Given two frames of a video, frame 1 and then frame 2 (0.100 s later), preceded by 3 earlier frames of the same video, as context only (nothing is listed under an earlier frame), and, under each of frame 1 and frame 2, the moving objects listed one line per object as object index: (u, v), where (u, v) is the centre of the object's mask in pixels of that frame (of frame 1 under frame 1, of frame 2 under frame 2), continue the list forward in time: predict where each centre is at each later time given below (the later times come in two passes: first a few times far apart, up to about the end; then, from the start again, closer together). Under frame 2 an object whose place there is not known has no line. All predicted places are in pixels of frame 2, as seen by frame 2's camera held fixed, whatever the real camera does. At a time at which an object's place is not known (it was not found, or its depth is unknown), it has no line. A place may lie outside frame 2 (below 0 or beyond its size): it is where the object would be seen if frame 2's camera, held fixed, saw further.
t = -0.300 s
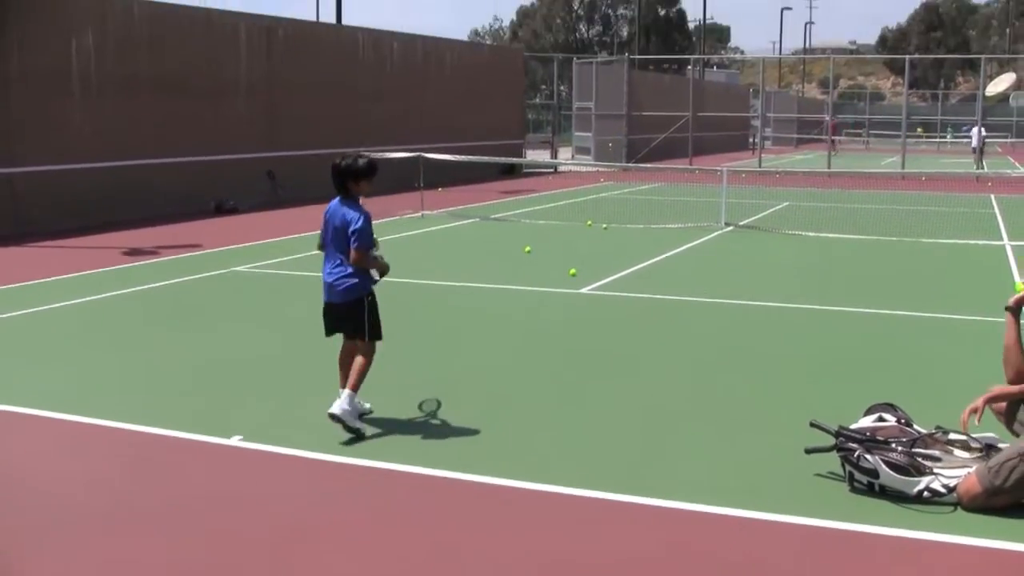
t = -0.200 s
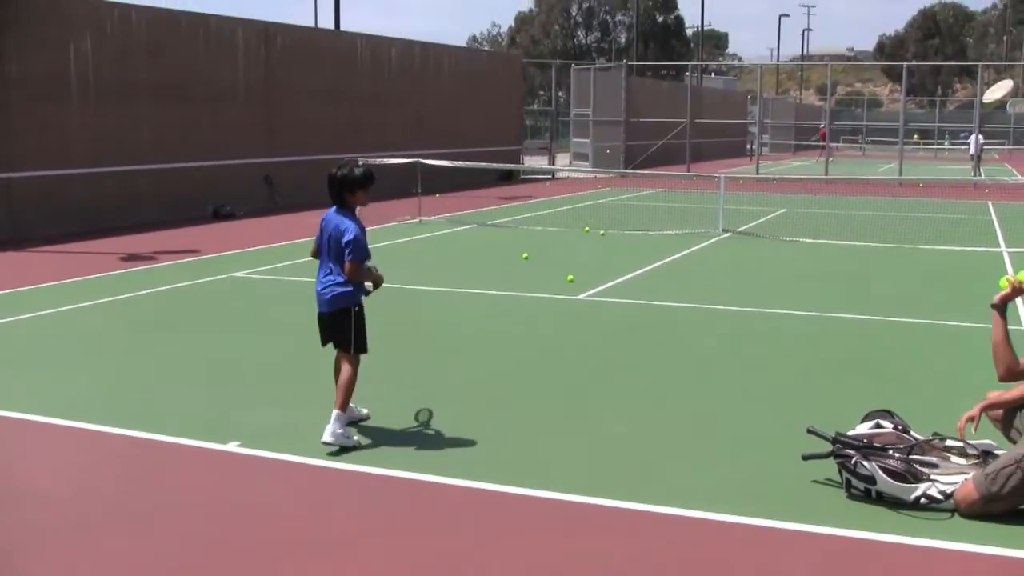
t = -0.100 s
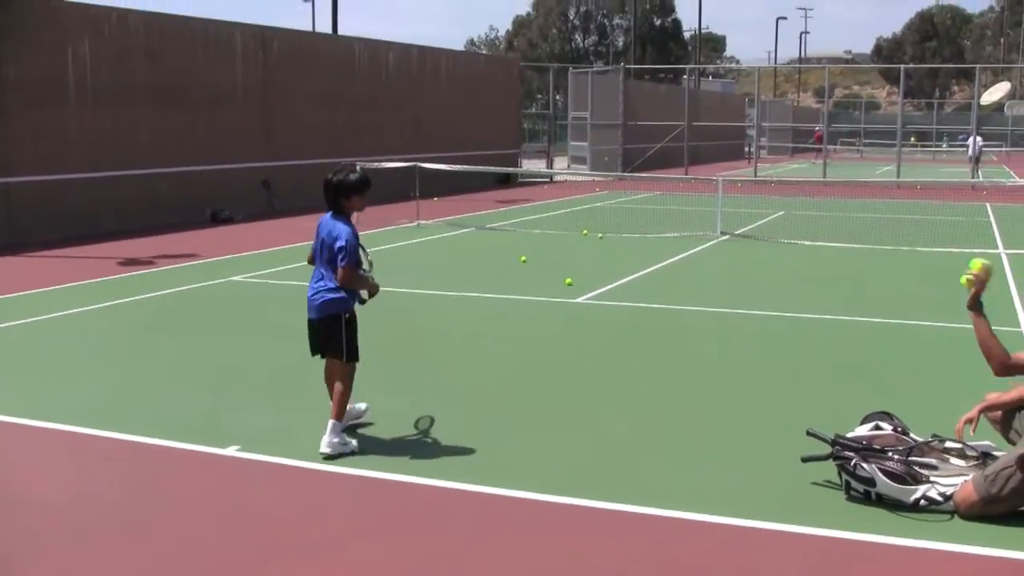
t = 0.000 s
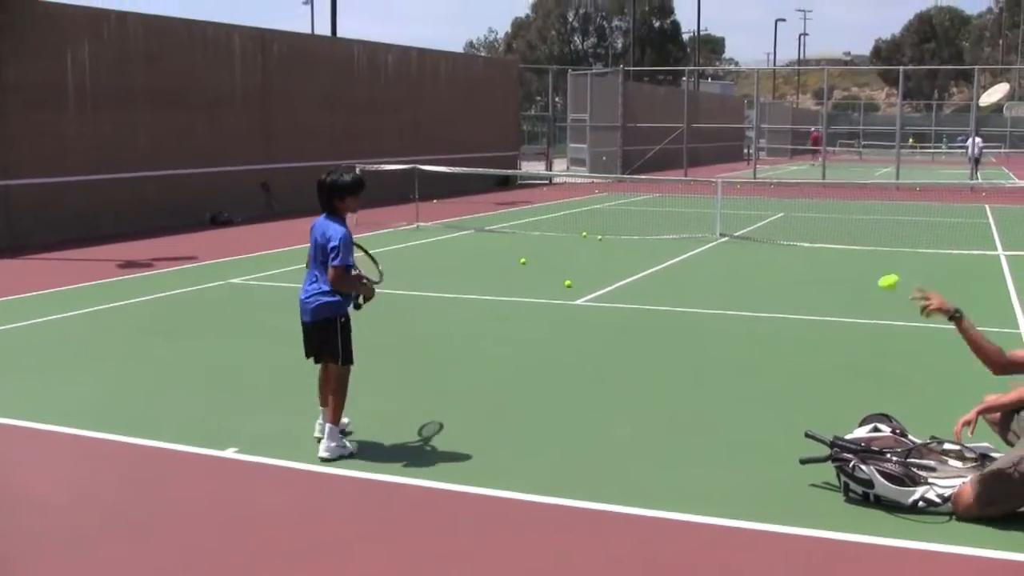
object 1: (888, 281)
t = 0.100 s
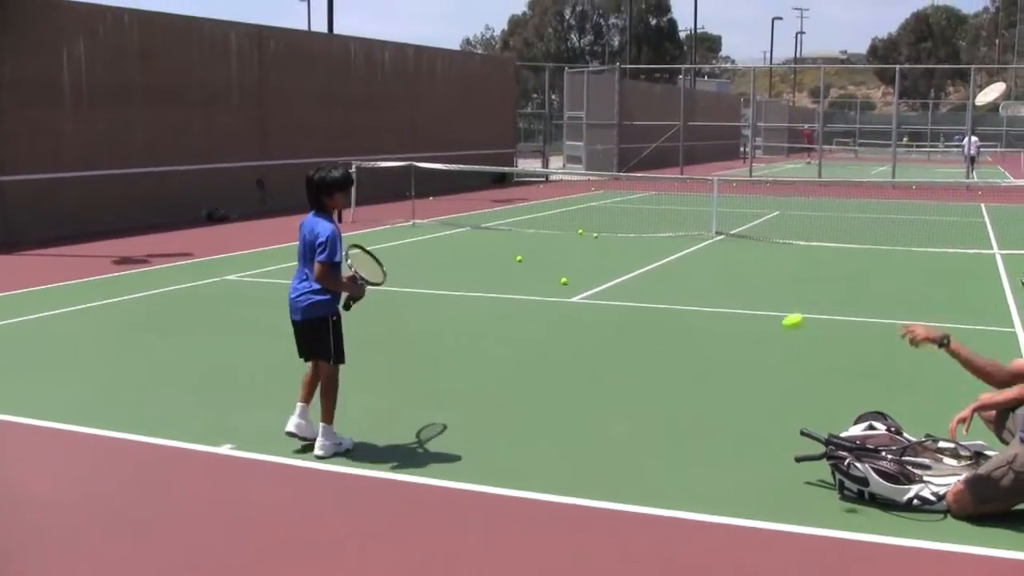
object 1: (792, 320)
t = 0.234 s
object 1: (674, 406)
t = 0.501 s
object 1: (510, 371)
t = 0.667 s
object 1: (428, 319)
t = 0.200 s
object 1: (702, 381)
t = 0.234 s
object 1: (674, 406)
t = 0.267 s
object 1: (646, 432)
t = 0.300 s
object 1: (618, 460)
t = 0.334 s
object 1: (592, 483)
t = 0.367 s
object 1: (575, 455)
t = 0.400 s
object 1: (559, 431)
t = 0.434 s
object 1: (543, 409)
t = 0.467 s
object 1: (526, 389)
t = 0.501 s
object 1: (510, 371)
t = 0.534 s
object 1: (493, 356)
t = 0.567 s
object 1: (477, 343)
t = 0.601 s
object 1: (461, 333)
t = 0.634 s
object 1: (444, 325)
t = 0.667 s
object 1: (428, 319)
